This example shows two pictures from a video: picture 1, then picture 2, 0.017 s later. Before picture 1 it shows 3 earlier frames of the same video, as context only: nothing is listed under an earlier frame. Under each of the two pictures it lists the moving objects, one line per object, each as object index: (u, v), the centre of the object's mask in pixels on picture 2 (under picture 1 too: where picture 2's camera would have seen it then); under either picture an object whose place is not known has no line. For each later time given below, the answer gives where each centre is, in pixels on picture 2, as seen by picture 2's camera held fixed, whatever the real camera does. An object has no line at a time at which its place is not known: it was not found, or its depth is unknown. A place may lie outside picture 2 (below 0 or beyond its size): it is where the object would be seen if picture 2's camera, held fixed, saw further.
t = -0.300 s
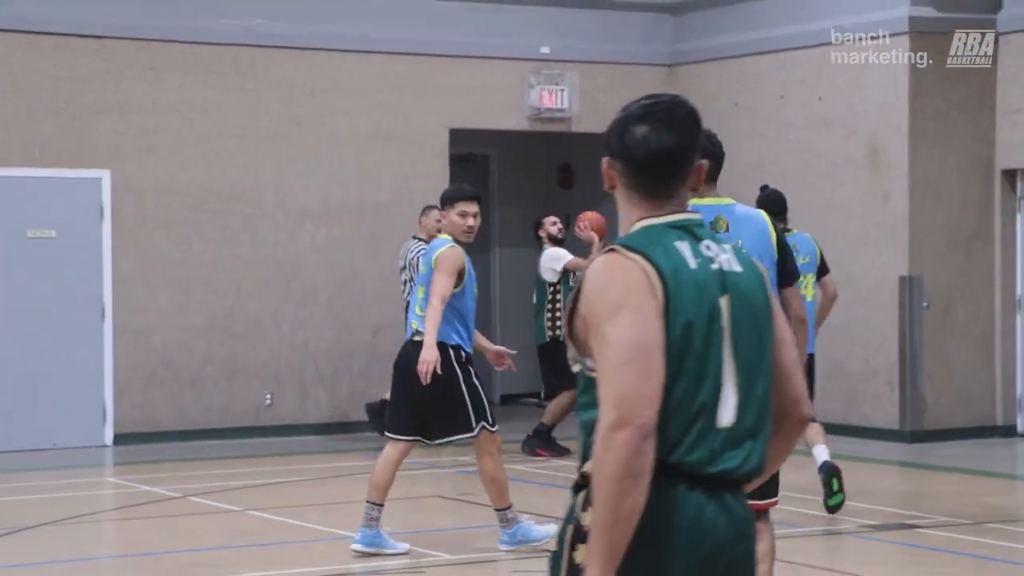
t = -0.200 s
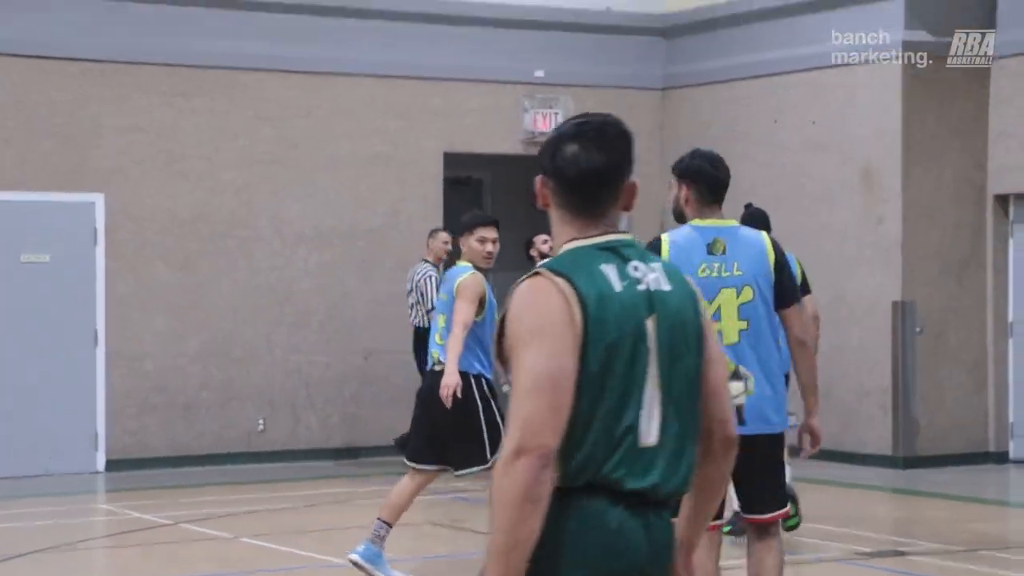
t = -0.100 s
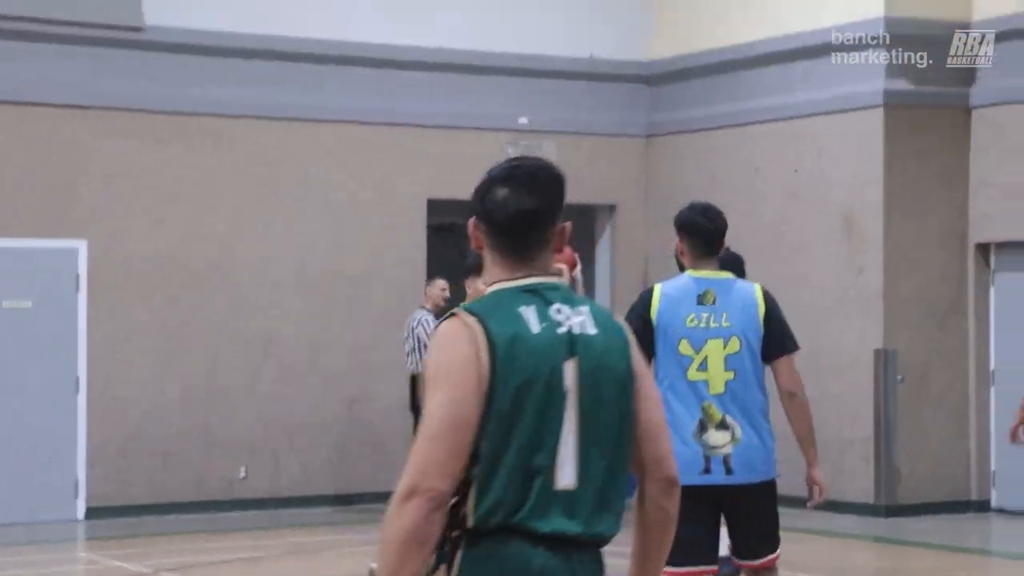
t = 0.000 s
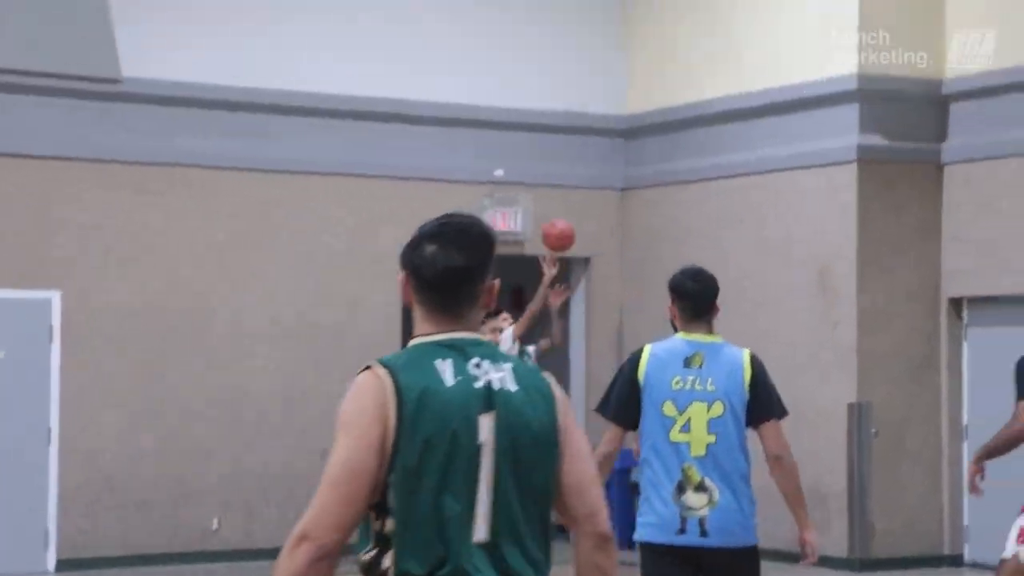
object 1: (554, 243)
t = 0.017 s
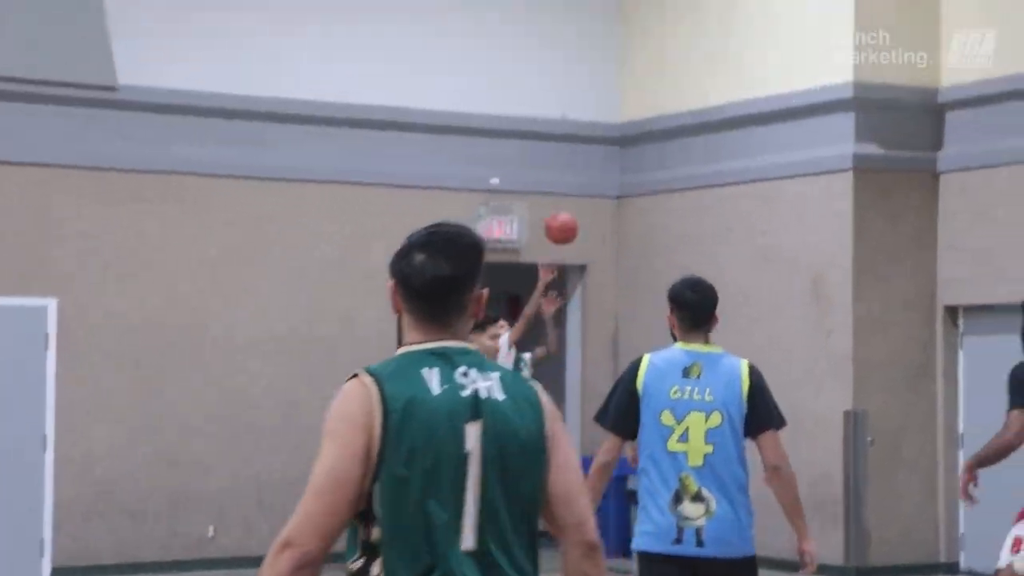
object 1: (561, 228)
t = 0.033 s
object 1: (568, 213)
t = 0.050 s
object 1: (574, 198)
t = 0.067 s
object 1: (581, 183)
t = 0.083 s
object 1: (588, 169)
